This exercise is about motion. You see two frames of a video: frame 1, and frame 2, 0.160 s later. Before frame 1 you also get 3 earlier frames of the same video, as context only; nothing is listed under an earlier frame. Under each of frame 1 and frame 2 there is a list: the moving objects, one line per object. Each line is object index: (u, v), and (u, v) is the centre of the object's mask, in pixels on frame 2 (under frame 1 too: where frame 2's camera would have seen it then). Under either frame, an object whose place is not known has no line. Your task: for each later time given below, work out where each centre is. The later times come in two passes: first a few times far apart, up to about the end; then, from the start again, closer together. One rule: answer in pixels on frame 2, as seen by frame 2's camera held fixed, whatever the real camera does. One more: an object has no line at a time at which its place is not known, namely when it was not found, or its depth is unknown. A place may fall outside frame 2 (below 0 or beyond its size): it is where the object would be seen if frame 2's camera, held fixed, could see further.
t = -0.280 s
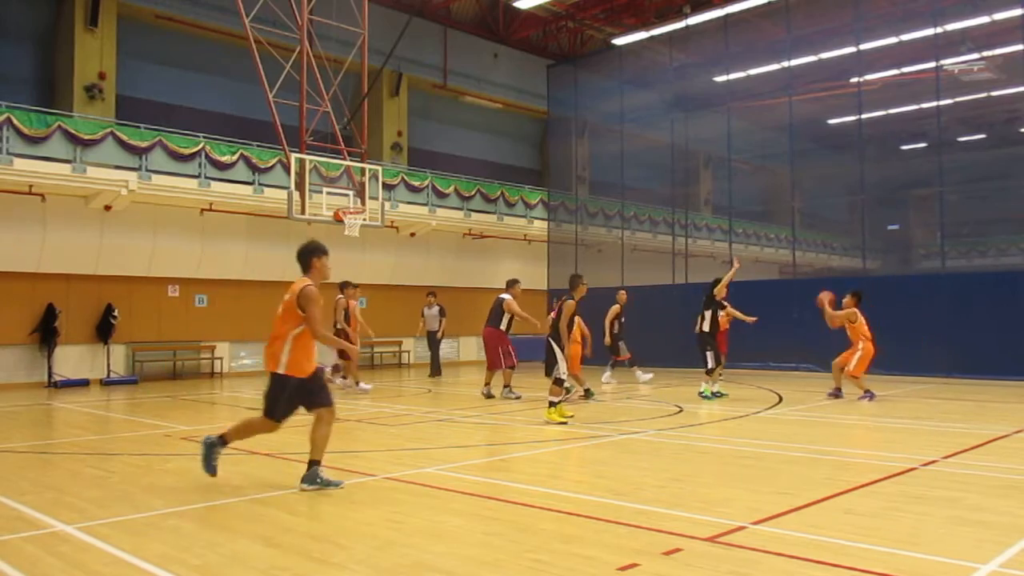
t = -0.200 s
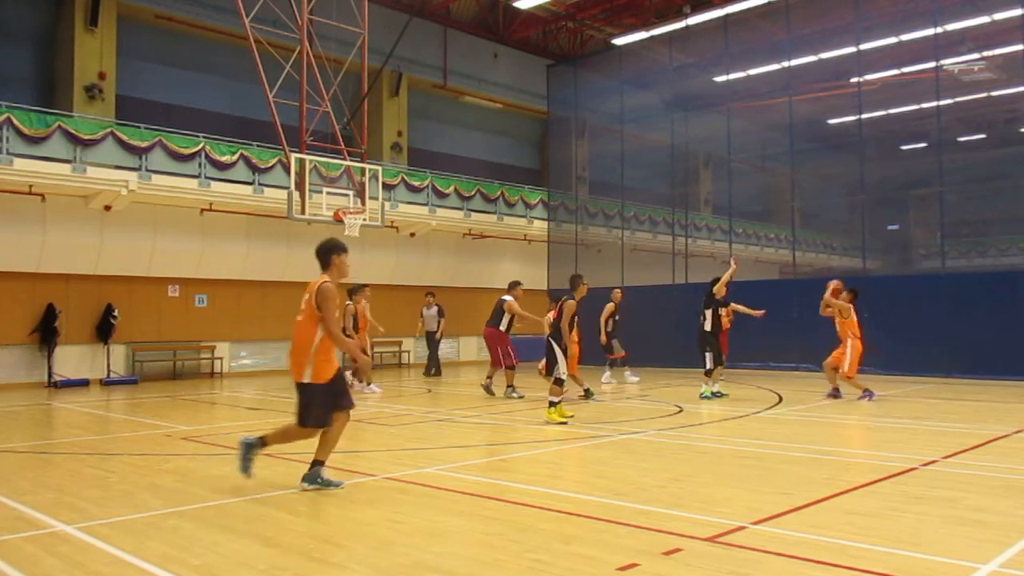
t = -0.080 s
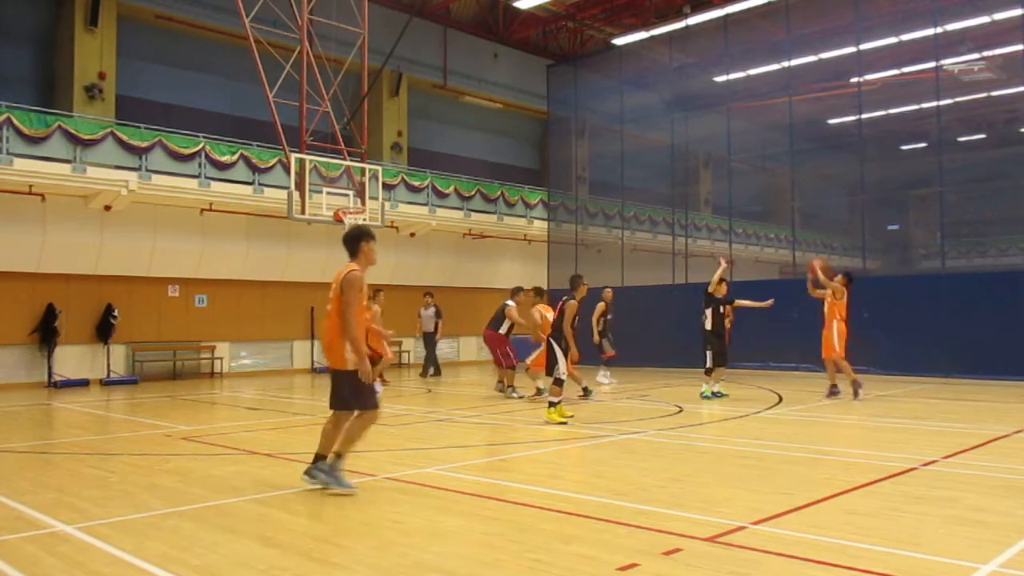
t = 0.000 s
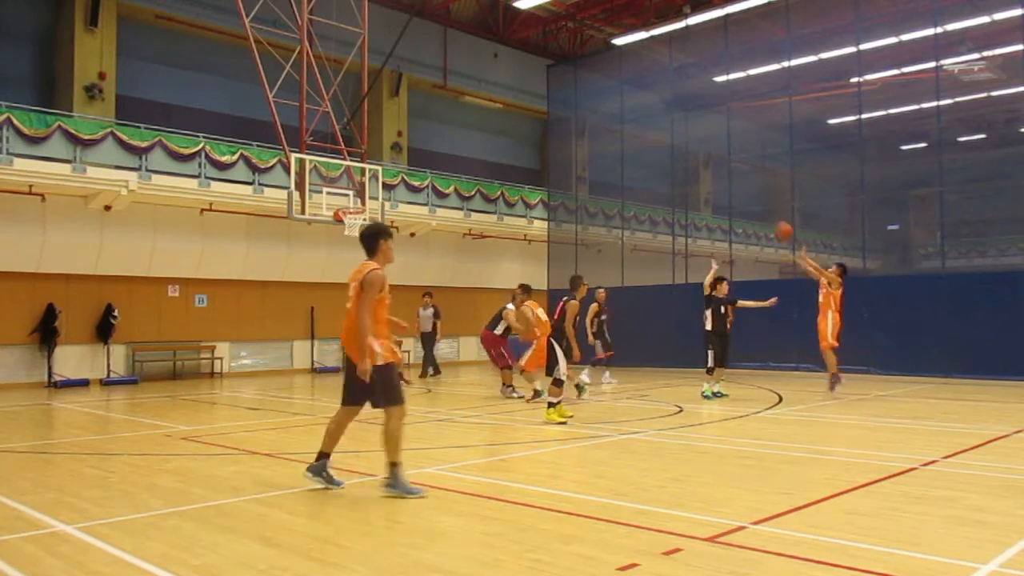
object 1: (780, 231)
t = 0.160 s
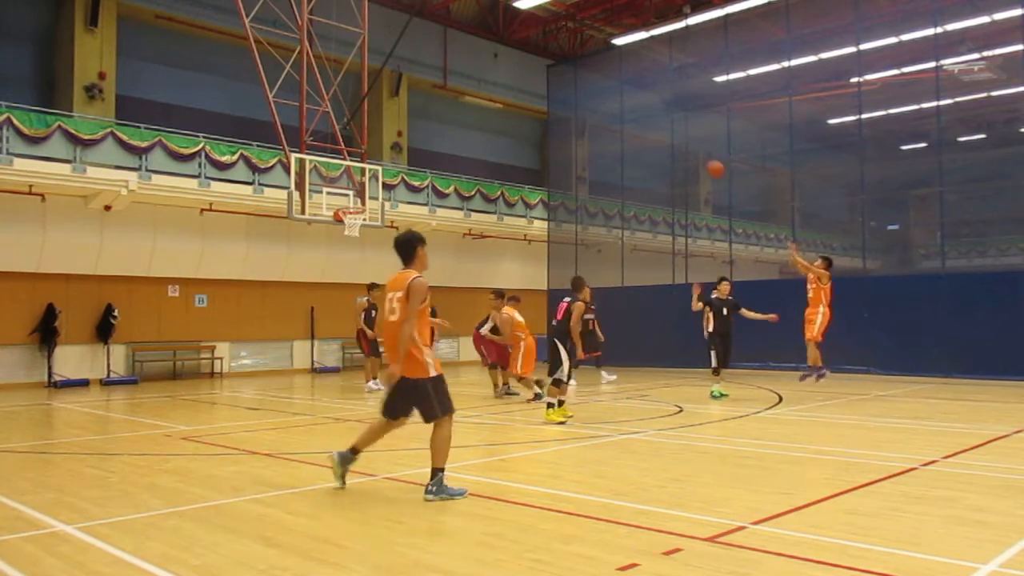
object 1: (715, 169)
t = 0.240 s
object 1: (681, 146)
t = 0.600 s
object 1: (538, 92)
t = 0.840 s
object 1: (458, 104)
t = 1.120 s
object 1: (367, 153)
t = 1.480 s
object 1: (321, 216)
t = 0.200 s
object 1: (699, 157)
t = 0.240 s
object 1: (681, 146)
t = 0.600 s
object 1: (538, 92)
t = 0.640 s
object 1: (523, 91)
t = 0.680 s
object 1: (517, 92)
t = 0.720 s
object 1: (503, 94)
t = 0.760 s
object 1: (484, 95)
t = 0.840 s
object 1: (458, 104)
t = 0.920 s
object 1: (428, 112)
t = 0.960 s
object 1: (421, 119)
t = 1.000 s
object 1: (407, 127)
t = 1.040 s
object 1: (391, 135)
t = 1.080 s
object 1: (378, 145)
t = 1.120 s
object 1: (367, 153)
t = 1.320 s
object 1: (307, 214)
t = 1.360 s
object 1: (311, 213)
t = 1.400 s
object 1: (315, 214)
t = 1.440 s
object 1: (320, 214)
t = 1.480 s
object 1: (321, 216)
